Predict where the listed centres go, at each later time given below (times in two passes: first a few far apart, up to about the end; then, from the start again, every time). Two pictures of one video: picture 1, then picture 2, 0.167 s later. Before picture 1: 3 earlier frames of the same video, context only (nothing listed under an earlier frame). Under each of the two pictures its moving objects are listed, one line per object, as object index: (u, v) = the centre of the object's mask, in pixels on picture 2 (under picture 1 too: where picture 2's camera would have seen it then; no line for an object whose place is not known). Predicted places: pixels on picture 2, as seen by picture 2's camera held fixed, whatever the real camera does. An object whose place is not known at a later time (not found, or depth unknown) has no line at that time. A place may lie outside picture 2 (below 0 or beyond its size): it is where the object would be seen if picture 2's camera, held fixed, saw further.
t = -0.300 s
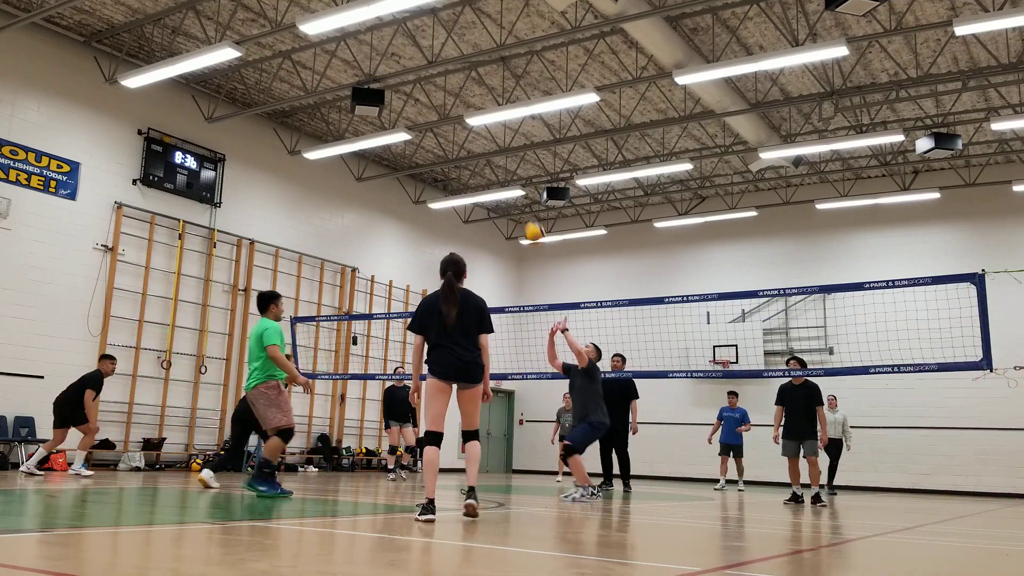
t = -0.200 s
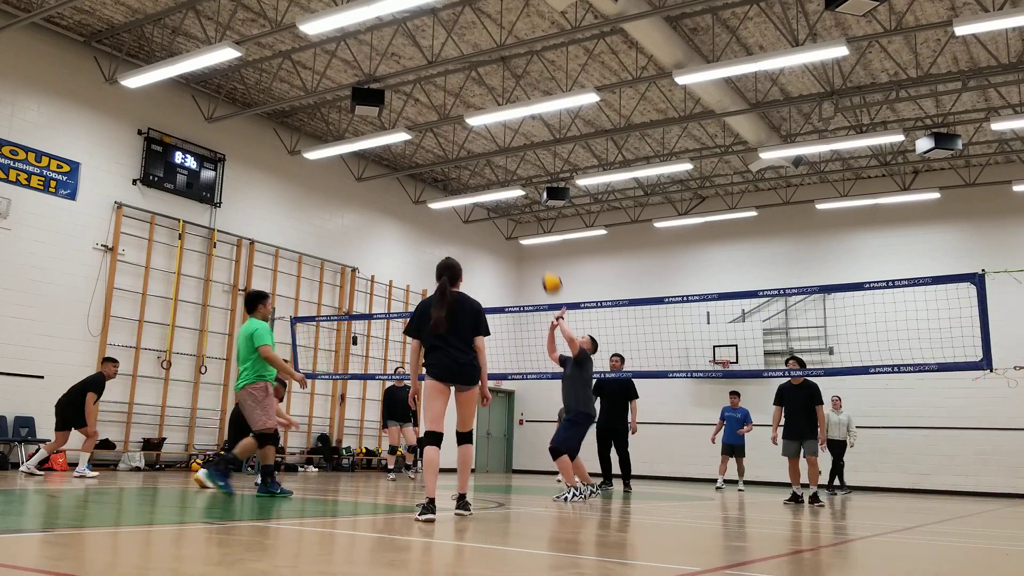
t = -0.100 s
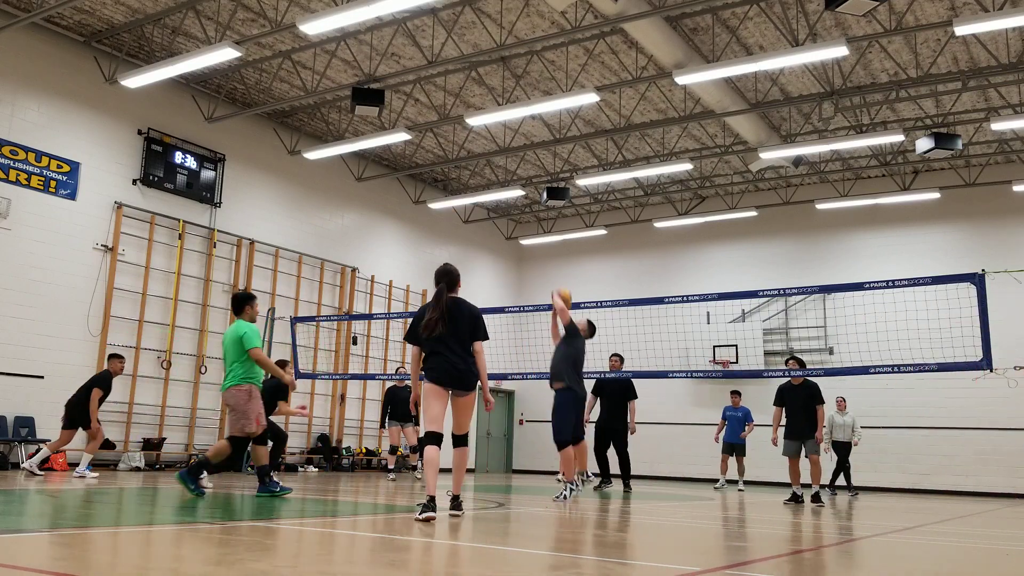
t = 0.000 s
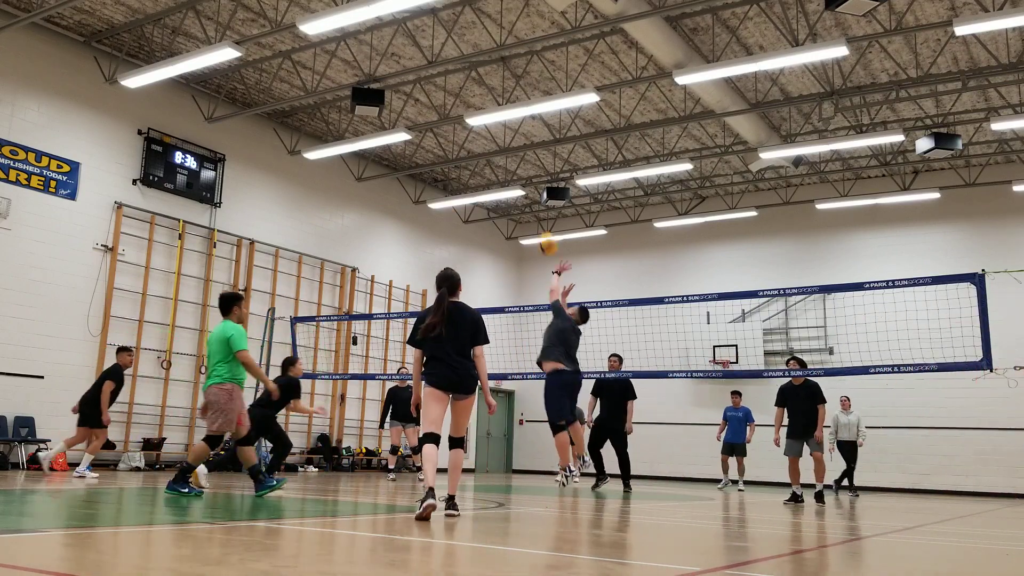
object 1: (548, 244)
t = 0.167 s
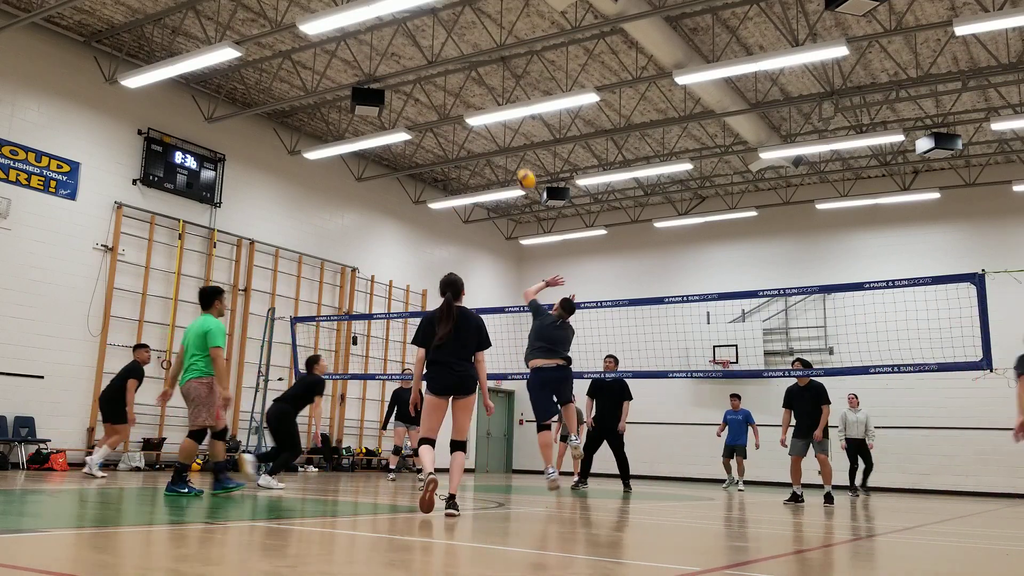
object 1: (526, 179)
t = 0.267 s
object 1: (515, 153)
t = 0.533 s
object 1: (487, 130)
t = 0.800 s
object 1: (461, 162)
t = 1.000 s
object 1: (442, 216)
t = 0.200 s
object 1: (522, 169)
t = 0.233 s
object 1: (519, 161)
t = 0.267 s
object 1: (515, 153)
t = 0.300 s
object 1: (511, 147)
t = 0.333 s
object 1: (508, 142)
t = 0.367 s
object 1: (504, 138)
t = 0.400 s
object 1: (501, 134)
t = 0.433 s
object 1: (497, 132)
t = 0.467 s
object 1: (494, 130)
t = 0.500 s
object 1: (490, 129)
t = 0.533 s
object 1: (487, 130)
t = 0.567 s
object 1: (484, 132)
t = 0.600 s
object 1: (480, 133)
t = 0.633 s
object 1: (477, 136)
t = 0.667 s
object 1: (474, 140)
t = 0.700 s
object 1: (470, 145)
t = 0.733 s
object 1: (467, 149)
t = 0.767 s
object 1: (464, 155)
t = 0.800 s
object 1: (461, 162)
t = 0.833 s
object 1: (457, 169)
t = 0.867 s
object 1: (455, 177)
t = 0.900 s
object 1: (451, 186)
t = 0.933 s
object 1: (448, 194)
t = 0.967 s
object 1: (445, 206)
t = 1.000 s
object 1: (442, 216)
